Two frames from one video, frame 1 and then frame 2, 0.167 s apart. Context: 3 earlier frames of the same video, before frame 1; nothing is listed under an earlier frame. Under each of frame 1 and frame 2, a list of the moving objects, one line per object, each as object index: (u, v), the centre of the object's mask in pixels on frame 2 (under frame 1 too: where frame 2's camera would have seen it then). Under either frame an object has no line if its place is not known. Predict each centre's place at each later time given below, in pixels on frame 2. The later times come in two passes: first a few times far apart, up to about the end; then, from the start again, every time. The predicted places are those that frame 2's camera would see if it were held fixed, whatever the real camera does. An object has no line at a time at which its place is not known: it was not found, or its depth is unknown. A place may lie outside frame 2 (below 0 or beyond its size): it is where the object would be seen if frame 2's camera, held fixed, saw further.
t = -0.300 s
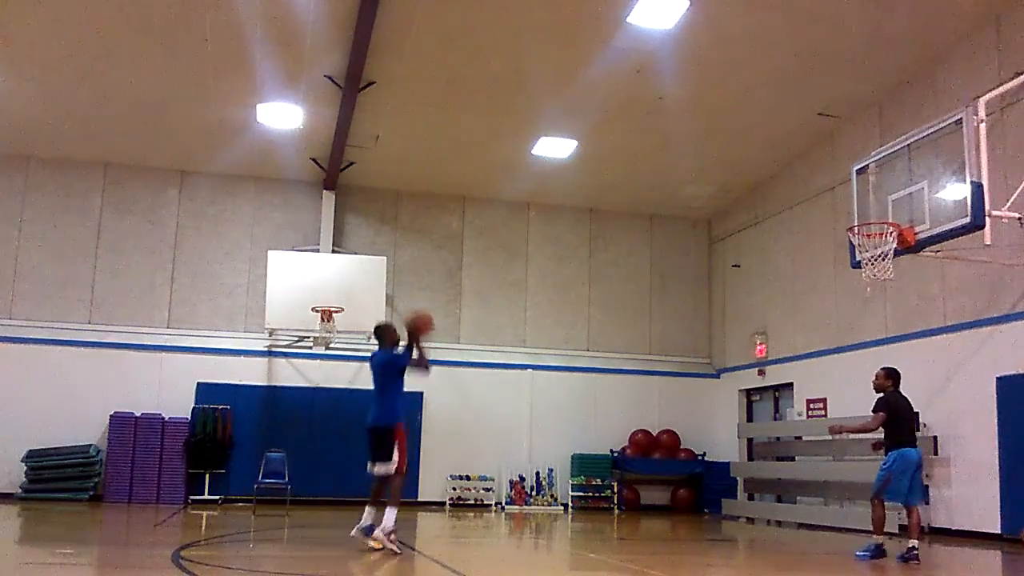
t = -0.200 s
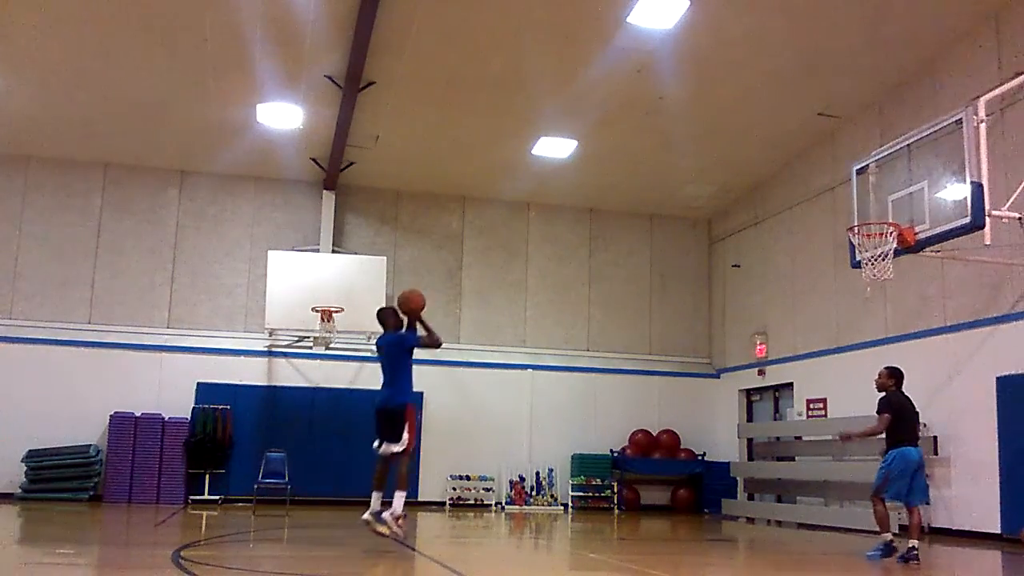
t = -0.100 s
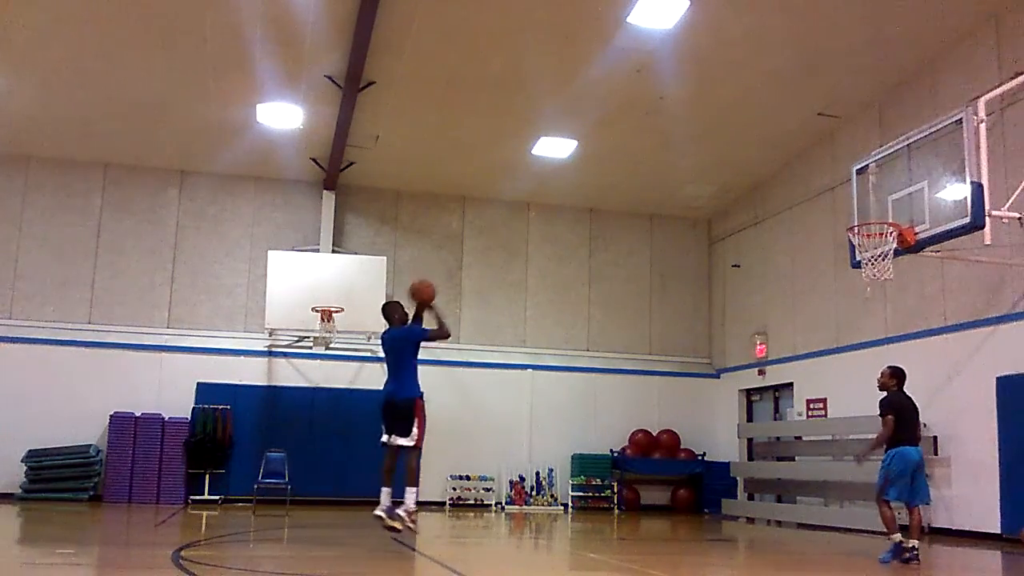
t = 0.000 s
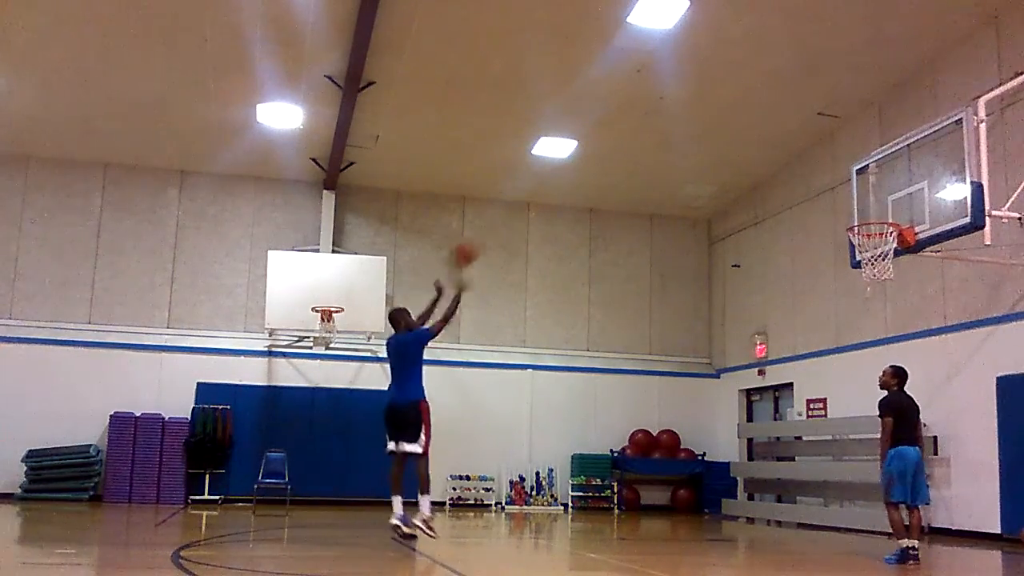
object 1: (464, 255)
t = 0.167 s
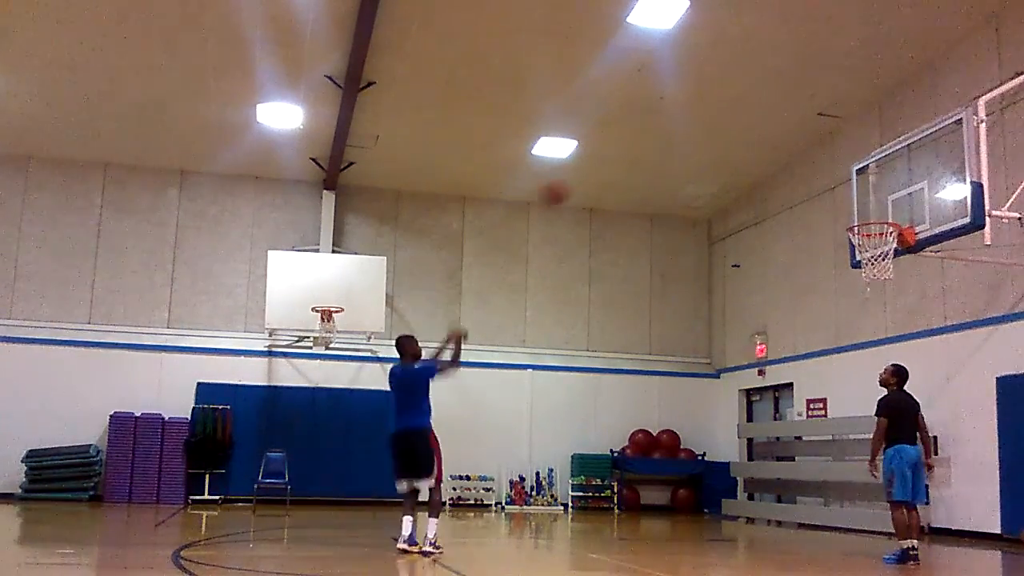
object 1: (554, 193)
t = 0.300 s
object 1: (624, 165)
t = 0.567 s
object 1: (755, 165)
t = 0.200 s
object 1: (573, 184)
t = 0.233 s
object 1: (590, 177)
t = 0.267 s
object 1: (607, 169)
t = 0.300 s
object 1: (624, 165)
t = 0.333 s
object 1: (641, 161)
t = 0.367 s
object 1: (658, 158)
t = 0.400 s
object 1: (674, 156)
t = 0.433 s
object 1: (692, 156)
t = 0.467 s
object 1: (707, 156)
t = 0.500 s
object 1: (723, 158)
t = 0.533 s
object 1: (739, 162)
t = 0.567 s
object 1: (755, 165)
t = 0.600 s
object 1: (771, 170)
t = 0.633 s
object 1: (786, 177)
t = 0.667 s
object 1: (804, 184)
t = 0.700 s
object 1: (820, 191)
